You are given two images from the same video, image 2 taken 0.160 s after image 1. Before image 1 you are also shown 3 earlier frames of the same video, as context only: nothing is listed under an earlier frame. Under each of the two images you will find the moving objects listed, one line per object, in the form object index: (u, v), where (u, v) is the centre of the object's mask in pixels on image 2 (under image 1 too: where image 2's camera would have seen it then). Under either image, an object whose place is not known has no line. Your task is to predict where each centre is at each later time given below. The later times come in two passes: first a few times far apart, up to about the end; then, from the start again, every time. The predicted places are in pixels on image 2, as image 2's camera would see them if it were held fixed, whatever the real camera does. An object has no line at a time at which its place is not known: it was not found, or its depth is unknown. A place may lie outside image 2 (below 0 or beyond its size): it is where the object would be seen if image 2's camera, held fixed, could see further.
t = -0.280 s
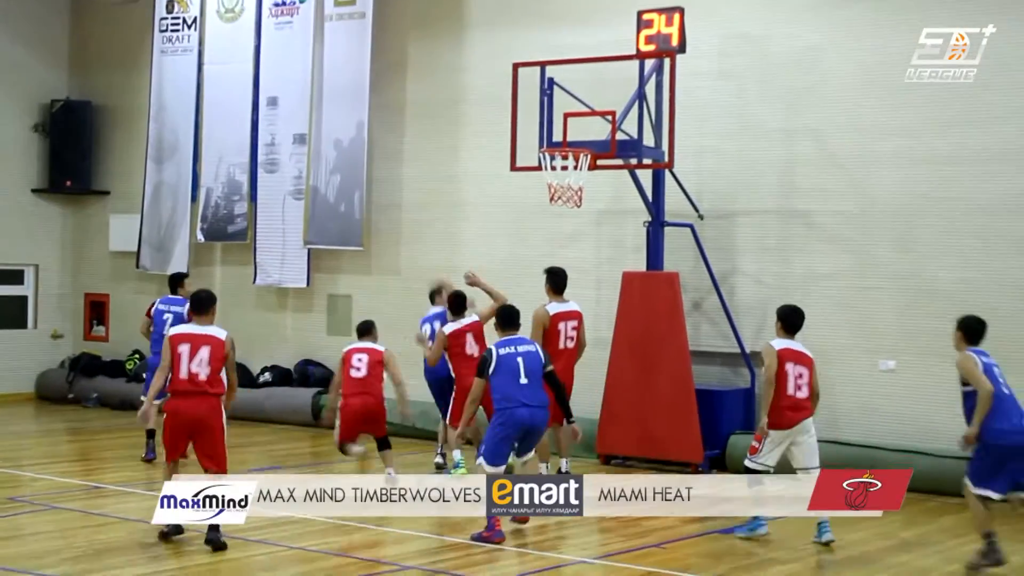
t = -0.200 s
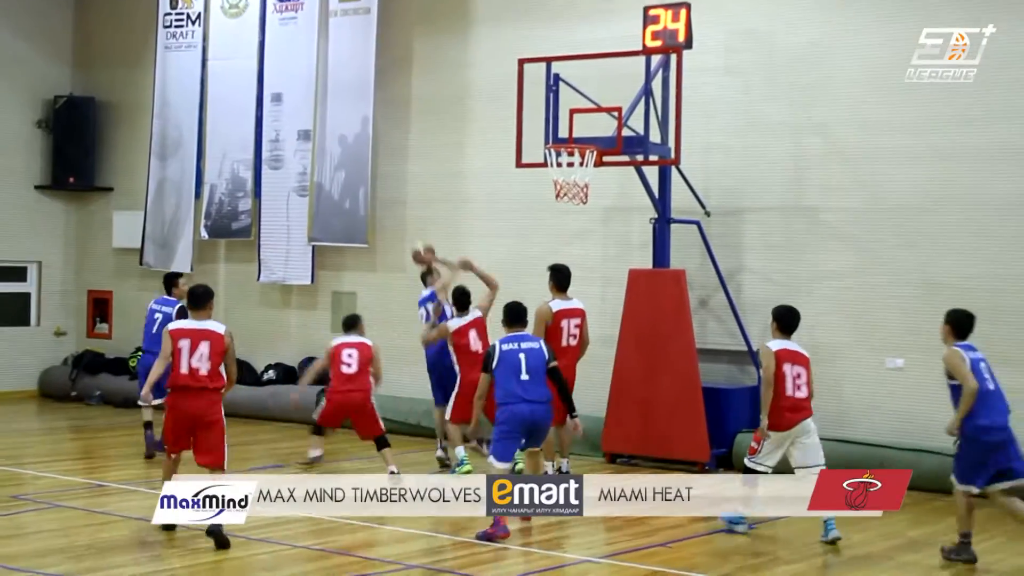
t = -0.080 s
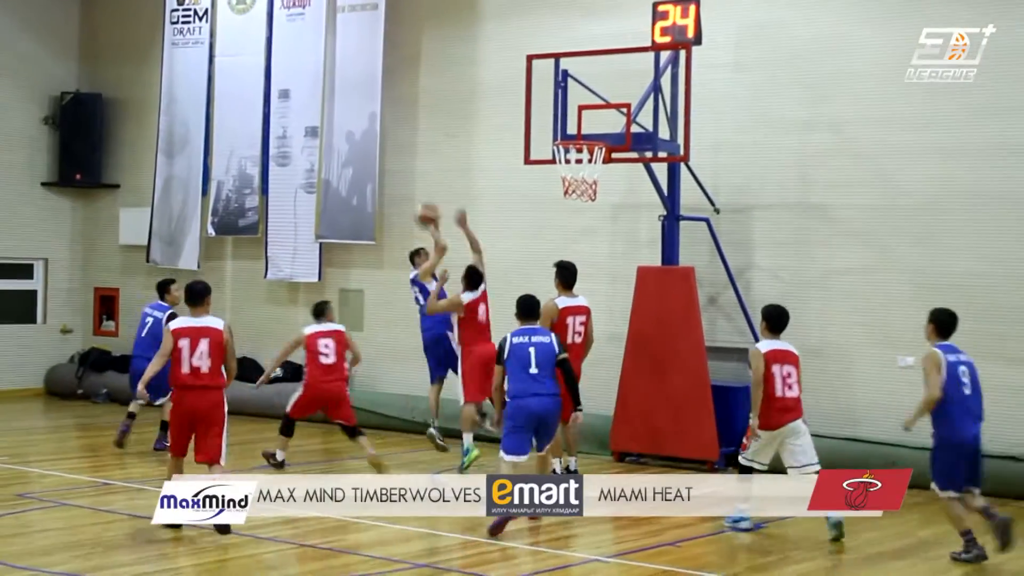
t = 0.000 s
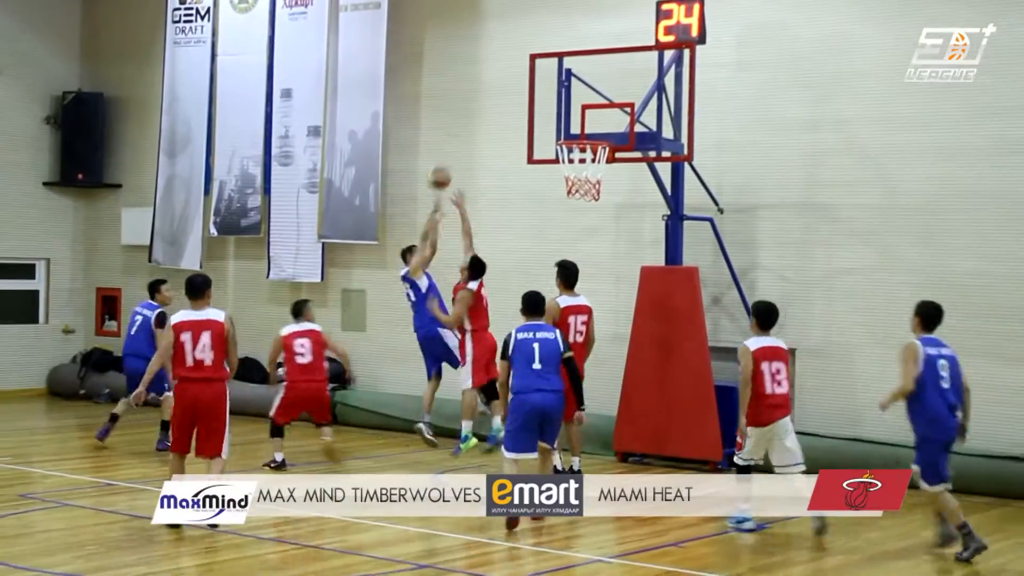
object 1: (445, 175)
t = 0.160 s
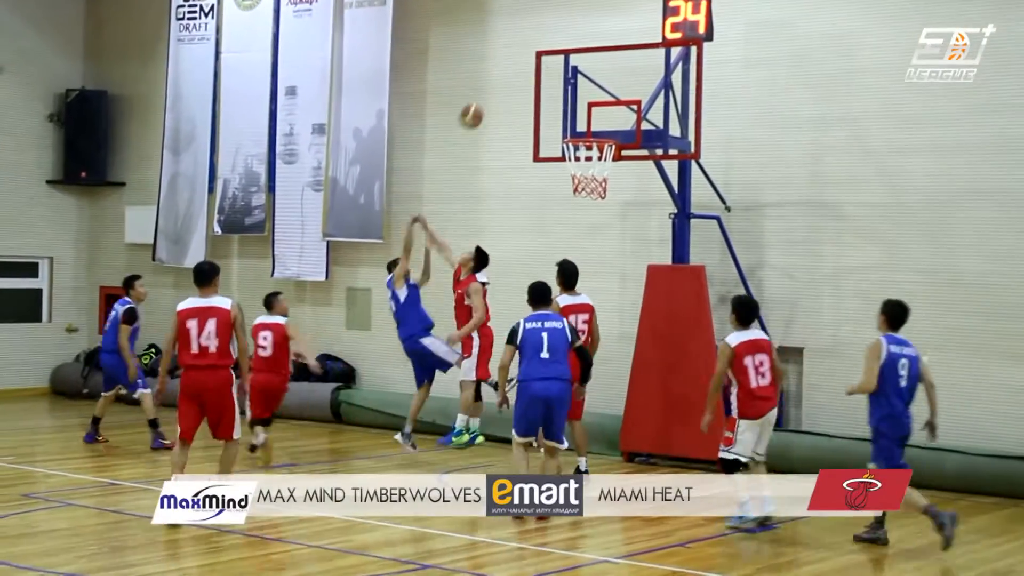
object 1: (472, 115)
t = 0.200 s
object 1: (478, 101)
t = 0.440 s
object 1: (517, 69)
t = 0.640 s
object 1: (550, 88)
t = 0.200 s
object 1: (478, 101)
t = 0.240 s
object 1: (484, 94)
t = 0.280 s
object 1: (490, 85)
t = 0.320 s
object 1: (496, 79)
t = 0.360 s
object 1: (503, 74)
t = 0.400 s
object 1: (510, 72)
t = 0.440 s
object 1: (517, 69)
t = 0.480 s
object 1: (523, 71)
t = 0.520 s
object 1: (531, 72)
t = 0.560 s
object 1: (537, 75)
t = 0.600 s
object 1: (544, 80)
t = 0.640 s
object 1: (550, 88)
